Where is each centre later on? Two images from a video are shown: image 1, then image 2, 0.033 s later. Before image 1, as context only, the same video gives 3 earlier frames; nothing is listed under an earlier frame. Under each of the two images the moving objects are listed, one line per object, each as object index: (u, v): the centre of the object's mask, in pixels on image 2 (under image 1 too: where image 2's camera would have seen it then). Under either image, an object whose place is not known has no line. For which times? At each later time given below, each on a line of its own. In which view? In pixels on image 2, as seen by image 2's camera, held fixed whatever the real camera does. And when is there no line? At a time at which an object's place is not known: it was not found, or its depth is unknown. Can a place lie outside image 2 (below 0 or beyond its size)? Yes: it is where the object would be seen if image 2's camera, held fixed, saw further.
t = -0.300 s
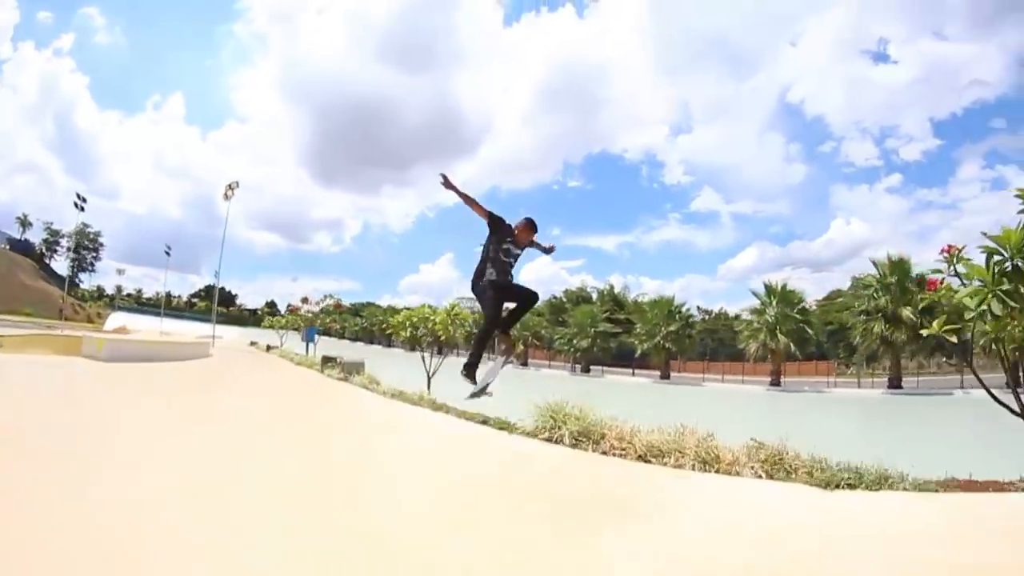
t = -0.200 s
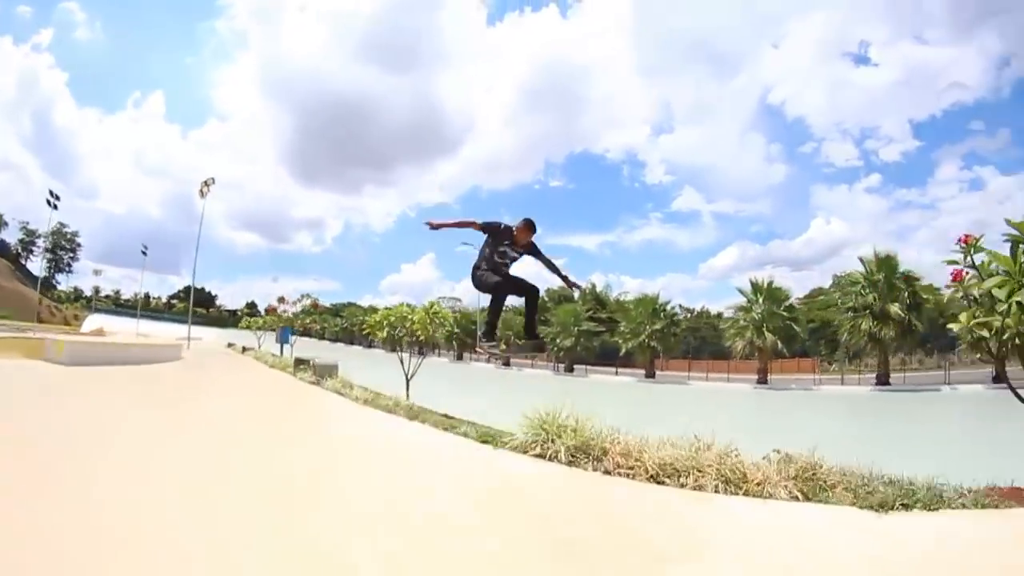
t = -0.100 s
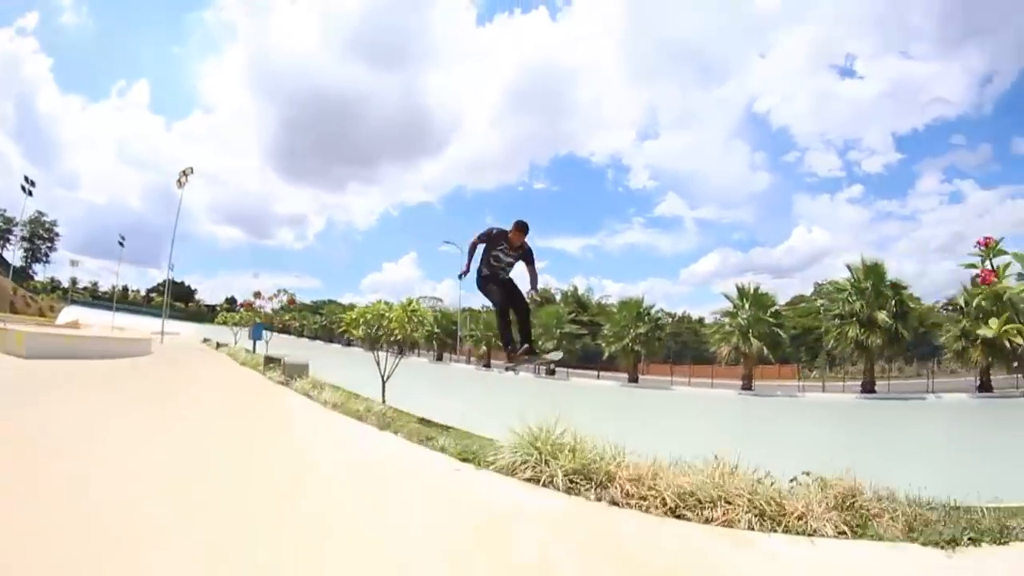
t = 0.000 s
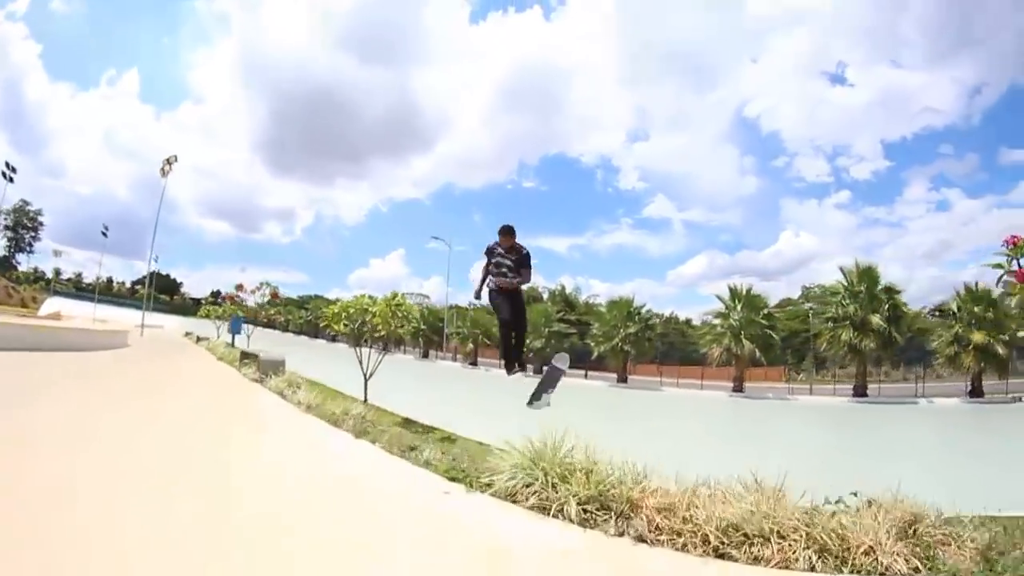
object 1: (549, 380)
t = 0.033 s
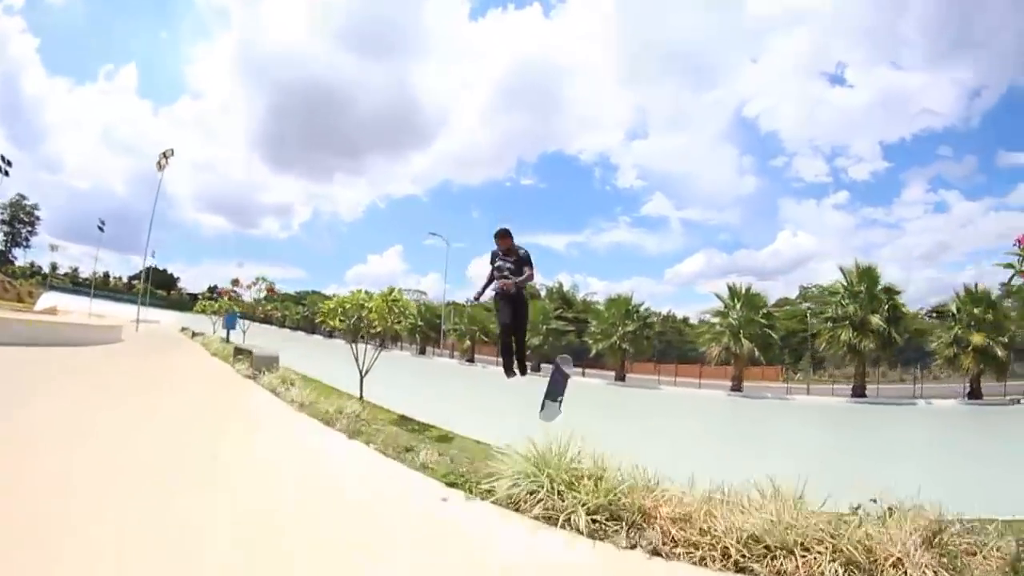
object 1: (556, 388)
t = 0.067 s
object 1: (562, 396)
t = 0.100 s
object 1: (568, 404)
